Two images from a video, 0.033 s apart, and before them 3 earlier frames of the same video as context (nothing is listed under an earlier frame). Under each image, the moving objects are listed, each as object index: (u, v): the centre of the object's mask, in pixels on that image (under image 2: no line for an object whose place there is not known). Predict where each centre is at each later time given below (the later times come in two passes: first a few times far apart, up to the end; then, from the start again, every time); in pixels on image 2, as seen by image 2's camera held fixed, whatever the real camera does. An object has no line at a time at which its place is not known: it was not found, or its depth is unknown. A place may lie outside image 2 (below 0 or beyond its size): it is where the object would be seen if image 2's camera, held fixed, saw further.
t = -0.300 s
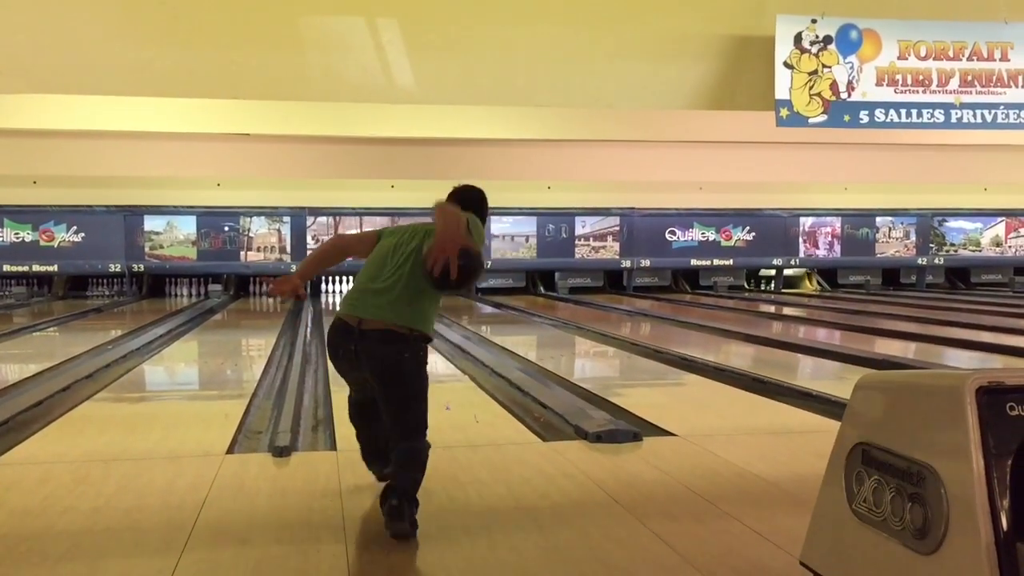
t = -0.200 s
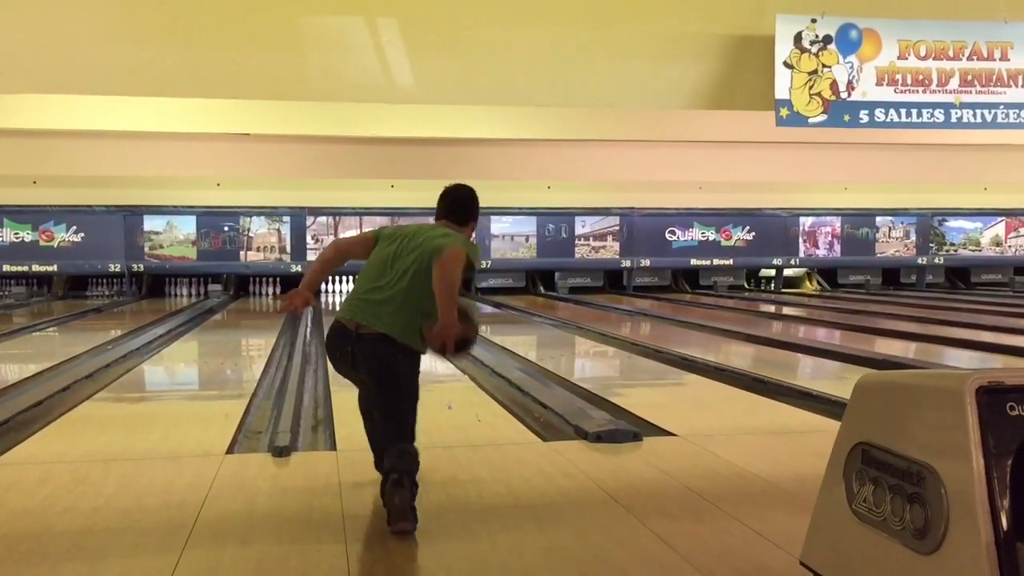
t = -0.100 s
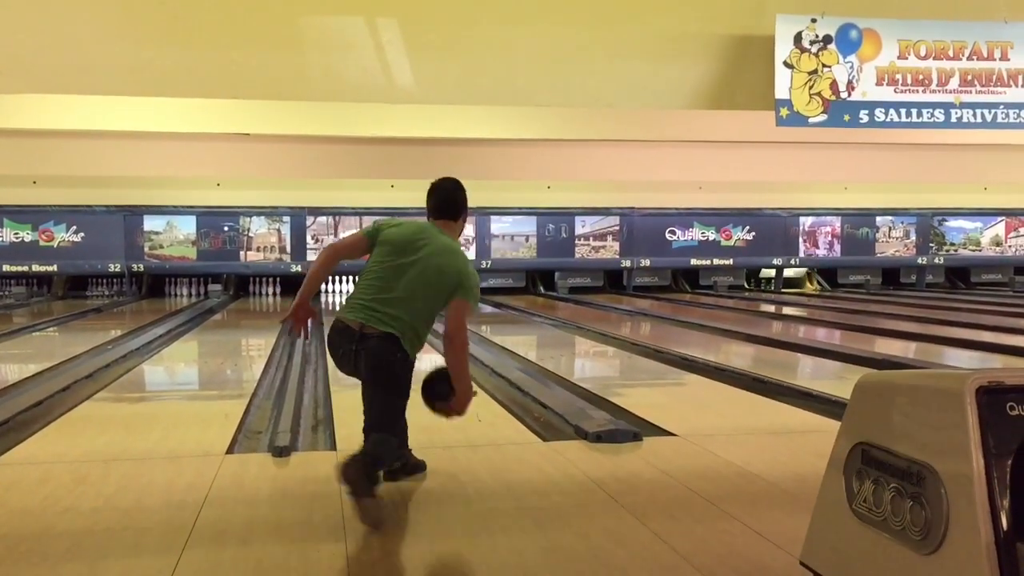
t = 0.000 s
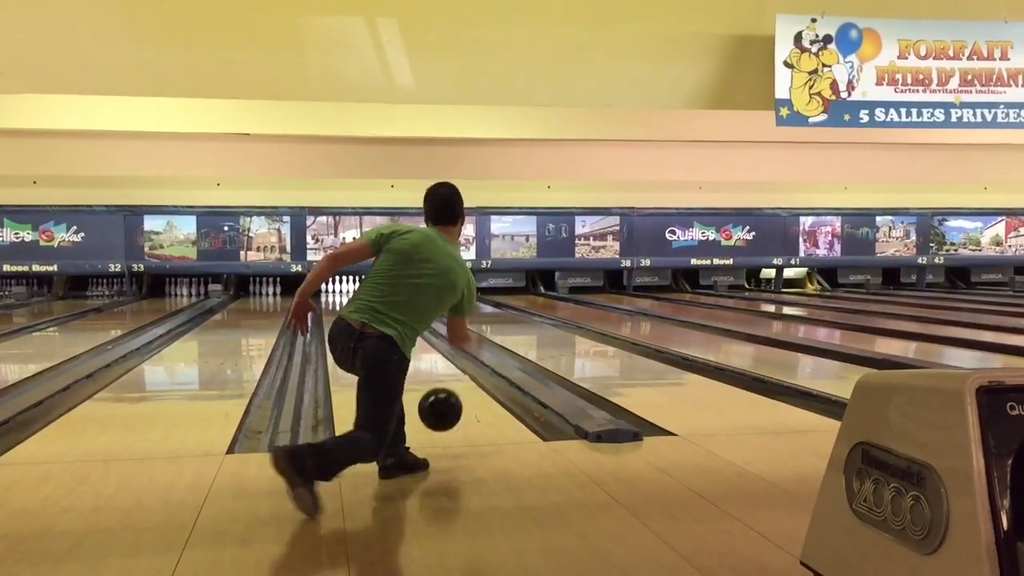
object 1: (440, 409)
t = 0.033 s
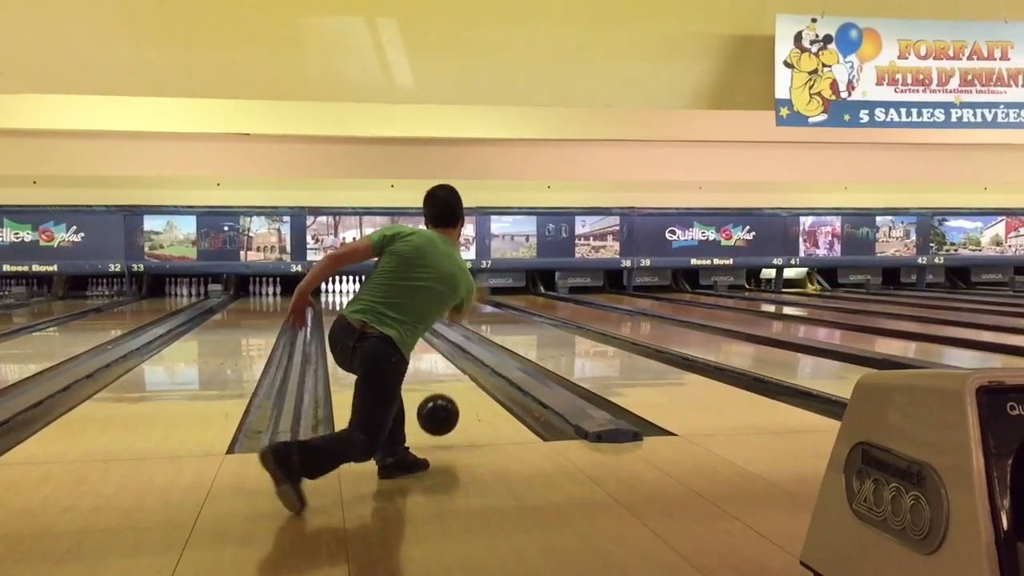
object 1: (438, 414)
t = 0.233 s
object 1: (426, 391)
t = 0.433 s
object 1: (421, 367)
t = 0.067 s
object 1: (435, 420)
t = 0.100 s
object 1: (433, 411)
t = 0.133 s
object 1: (431, 405)
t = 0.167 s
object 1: (430, 401)
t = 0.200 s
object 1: (428, 396)
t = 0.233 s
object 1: (426, 391)
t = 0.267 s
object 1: (425, 386)
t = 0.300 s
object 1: (424, 381)
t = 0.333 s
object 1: (422, 377)
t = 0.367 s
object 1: (422, 373)
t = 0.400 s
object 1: (421, 370)
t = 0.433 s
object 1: (421, 367)
